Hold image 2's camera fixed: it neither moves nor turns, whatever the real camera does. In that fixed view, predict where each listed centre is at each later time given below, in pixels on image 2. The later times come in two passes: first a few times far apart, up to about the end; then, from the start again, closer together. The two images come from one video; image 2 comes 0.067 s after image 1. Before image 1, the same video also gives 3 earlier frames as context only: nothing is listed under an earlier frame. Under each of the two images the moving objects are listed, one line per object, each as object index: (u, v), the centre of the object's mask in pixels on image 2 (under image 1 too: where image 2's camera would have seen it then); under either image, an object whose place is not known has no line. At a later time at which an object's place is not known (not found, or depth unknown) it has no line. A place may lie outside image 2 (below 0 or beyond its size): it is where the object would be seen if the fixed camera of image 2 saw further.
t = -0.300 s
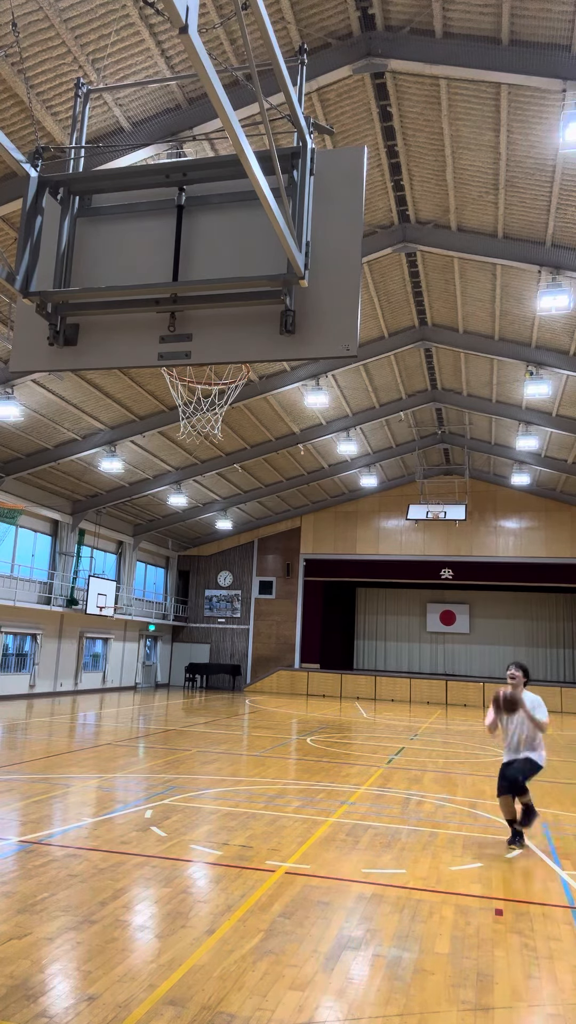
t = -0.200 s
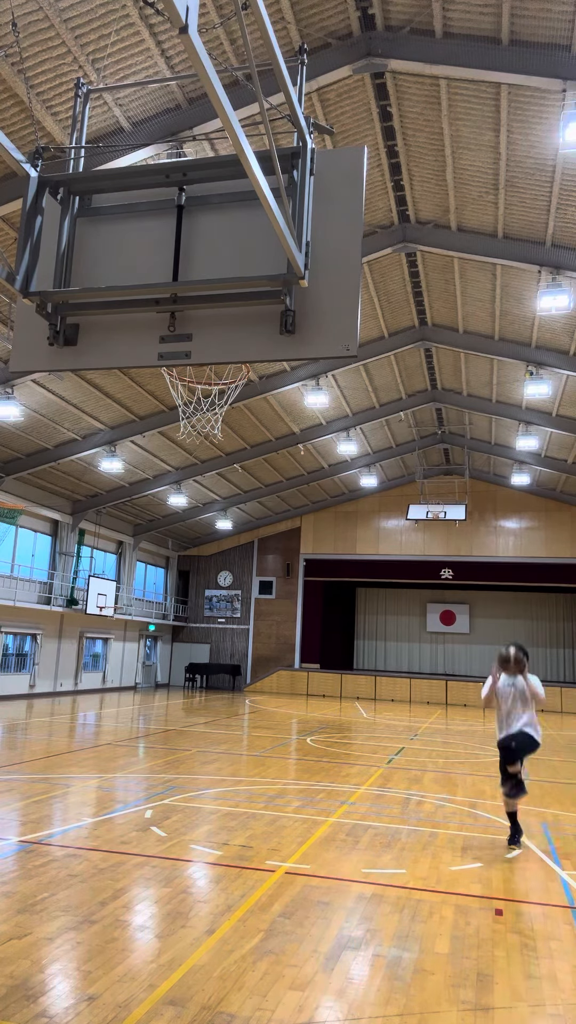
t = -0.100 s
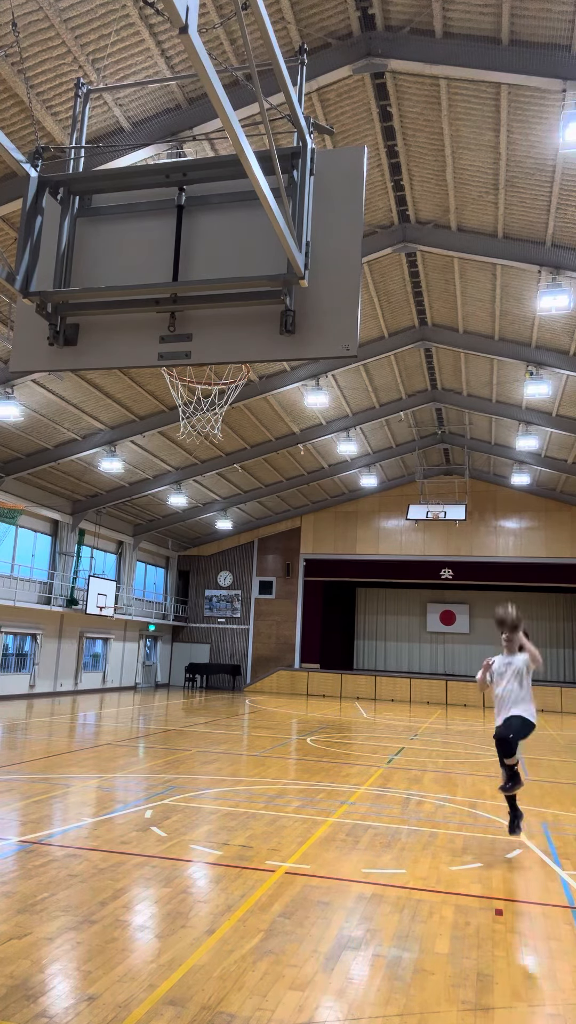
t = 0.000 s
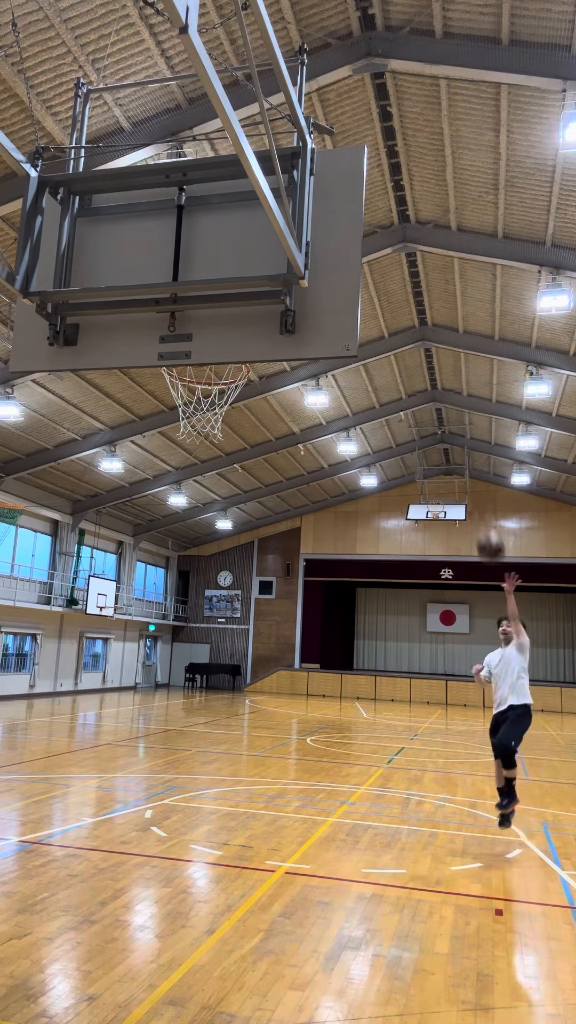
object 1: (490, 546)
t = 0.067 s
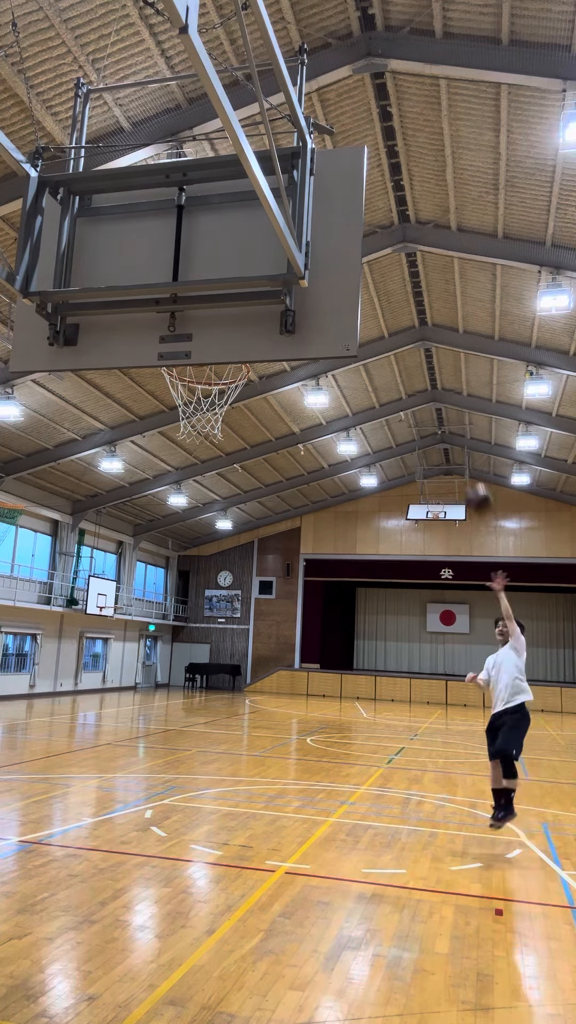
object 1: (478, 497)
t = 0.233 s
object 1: (445, 396)
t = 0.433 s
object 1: (398, 307)
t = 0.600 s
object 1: (365, 260)
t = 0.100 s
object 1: (472, 476)
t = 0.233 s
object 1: (445, 396)
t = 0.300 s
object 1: (430, 363)
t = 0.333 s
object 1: (422, 346)
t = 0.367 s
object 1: (416, 334)
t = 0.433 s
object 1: (398, 307)
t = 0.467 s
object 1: (390, 295)
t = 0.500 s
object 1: (382, 286)
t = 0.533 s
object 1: (375, 276)
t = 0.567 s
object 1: (370, 267)
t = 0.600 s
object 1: (365, 260)
